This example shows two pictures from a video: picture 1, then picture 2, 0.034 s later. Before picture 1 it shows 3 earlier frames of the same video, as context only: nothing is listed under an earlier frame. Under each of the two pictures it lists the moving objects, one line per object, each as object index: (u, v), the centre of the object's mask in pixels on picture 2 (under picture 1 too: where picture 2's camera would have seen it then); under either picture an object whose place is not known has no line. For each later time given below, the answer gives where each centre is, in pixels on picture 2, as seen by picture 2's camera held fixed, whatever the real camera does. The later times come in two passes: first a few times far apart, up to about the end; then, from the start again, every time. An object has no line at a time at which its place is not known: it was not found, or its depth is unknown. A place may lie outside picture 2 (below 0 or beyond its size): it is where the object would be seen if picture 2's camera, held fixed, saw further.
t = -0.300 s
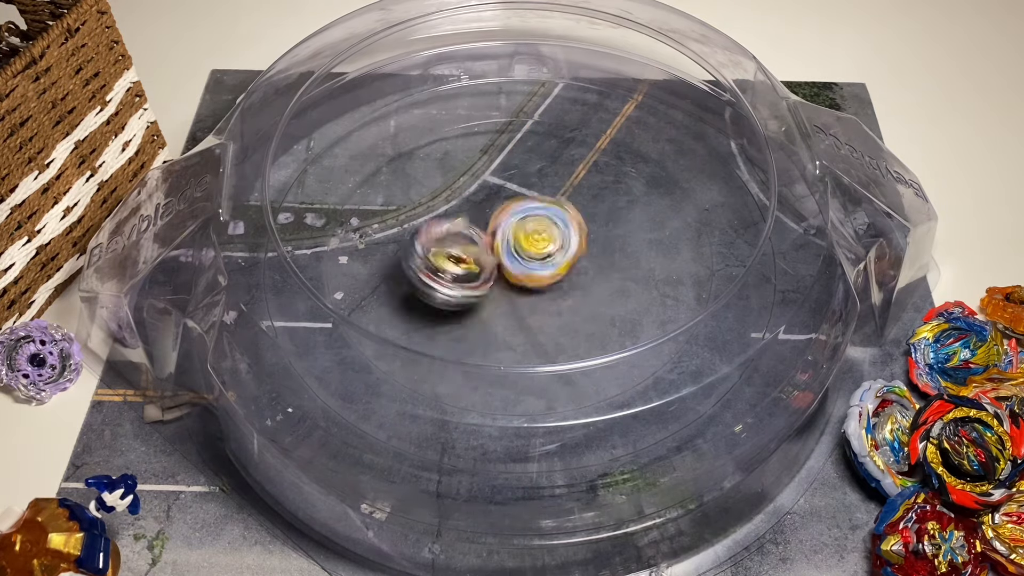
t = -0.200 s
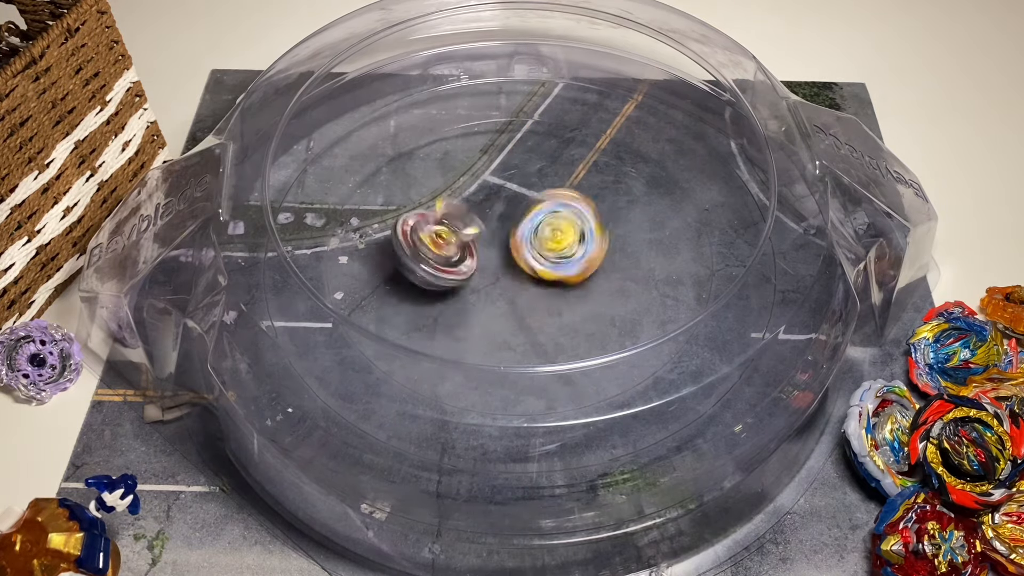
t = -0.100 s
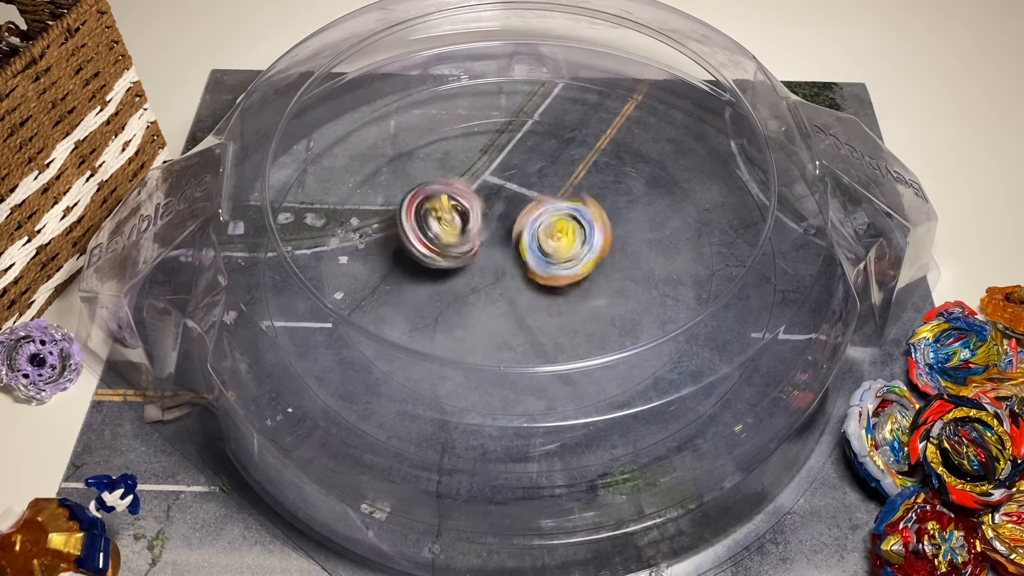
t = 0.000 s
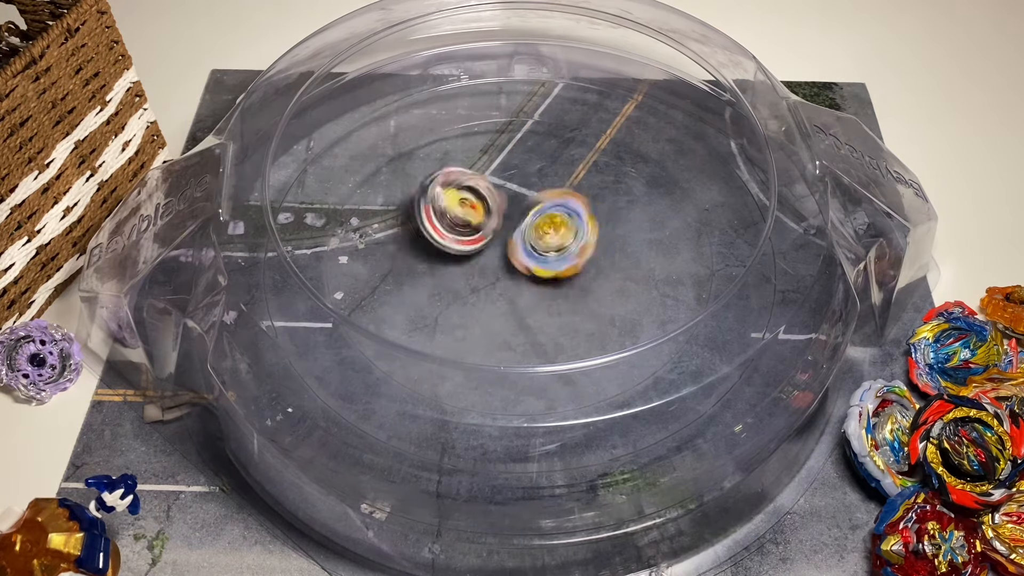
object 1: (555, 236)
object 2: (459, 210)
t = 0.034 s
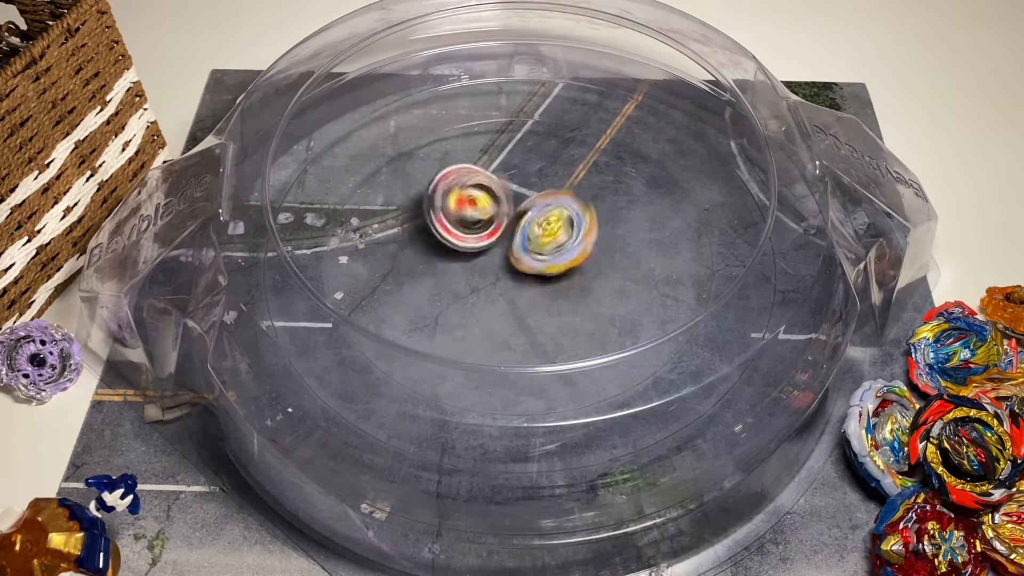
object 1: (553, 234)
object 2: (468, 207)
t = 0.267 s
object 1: (547, 272)
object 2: (513, 181)
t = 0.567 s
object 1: (492, 275)
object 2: (558, 227)
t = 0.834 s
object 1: (468, 234)
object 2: (543, 271)
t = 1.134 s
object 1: (529, 210)
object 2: (477, 266)
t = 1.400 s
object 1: (572, 262)
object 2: (482, 223)
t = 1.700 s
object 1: (524, 286)
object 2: (561, 221)
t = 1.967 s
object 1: (463, 264)
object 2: (580, 258)
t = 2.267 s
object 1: (484, 223)
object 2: (499, 284)
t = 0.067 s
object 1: (555, 236)
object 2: (473, 201)
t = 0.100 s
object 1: (560, 239)
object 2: (479, 195)
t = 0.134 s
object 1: (561, 246)
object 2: (484, 189)
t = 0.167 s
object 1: (562, 256)
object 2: (490, 184)
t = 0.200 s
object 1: (559, 261)
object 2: (498, 182)
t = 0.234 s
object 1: (552, 267)
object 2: (505, 182)
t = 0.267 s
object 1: (547, 272)
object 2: (513, 181)
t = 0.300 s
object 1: (541, 275)
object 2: (521, 182)
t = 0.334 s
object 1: (533, 278)
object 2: (529, 185)
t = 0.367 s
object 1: (527, 279)
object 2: (537, 189)
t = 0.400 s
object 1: (520, 280)
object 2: (542, 195)
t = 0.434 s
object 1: (512, 281)
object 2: (547, 202)
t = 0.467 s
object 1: (509, 280)
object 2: (550, 208)
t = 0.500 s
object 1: (504, 280)
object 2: (552, 214)
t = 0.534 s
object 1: (499, 279)
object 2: (556, 220)
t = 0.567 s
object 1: (492, 275)
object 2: (558, 227)
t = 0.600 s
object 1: (483, 274)
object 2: (567, 234)
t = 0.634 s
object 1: (476, 268)
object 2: (570, 242)
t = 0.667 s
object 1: (470, 263)
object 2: (567, 248)
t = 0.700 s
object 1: (468, 257)
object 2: (564, 253)
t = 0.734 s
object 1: (468, 252)
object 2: (561, 258)
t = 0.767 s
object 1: (469, 246)
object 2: (557, 265)
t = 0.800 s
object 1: (469, 240)
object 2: (552, 268)
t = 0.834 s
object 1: (468, 234)
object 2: (543, 271)
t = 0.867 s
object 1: (469, 227)
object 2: (537, 275)
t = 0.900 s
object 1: (472, 221)
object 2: (531, 280)
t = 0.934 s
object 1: (478, 216)
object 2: (522, 279)
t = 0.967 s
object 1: (482, 212)
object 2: (513, 278)
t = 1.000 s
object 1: (490, 211)
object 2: (505, 283)
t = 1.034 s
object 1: (500, 205)
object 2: (497, 275)
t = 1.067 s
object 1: (509, 204)
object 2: (488, 273)
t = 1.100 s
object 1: (518, 206)
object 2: (483, 273)
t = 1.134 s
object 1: (529, 210)
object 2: (477, 266)
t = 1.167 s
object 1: (533, 218)
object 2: (469, 266)
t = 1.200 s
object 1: (541, 223)
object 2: (469, 256)
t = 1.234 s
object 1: (551, 228)
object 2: (470, 251)
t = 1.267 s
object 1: (556, 234)
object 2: (469, 247)
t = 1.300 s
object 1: (560, 240)
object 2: (473, 240)
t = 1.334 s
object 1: (565, 248)
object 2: (475, 236)
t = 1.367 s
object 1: (569, 255)
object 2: (478, 230)
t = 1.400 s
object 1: (572, 262)
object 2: (482, 223)
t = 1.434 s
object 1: (574, 270)
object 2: (488, 220)
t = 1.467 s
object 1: (571, 275)
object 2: (496, 216)
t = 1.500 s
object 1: (568, 278)
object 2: (504, 214)
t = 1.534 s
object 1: (565, 282)
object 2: (512, 214)
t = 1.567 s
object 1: (561, 286)
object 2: (523, 212)
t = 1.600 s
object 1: (555, 288)
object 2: (531, 214)
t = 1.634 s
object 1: (548, 288)
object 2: (542, 215)
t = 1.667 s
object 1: (538, 287)
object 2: (550, 217)
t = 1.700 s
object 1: (524, 286)
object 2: (561, 221)
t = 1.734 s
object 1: (513, 283)
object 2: (569, 222)
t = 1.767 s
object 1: (499, 279)
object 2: (581, 227)
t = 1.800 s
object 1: (490, 274)
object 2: (582, 234)
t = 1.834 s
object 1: (481, 272)
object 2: (589, 237)
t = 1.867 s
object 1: (473, 270)
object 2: (592, 241)
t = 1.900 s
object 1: (467, 268)
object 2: (592, 250)
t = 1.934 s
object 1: (463, 266)
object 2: (585, 253)
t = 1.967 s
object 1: (463, 264)
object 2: (580, 258)
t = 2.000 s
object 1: (464, 262)
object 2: (576, 268)
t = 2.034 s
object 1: (466, 258)
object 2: (565, 267)
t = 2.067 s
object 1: (467, 255)
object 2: (557, 273)
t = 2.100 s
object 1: (469, 253)
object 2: (543, 276)
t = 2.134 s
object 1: (464, 247)
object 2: (532, 278)
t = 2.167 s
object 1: (463, 244)
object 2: (524, 281)
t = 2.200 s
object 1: (464, 237)
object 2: (514, 282)
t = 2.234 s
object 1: (472, 229)
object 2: (506, 283)
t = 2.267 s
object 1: (484, 223)
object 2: (499, 284)
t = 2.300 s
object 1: (497, 230)
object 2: (492, 293)
